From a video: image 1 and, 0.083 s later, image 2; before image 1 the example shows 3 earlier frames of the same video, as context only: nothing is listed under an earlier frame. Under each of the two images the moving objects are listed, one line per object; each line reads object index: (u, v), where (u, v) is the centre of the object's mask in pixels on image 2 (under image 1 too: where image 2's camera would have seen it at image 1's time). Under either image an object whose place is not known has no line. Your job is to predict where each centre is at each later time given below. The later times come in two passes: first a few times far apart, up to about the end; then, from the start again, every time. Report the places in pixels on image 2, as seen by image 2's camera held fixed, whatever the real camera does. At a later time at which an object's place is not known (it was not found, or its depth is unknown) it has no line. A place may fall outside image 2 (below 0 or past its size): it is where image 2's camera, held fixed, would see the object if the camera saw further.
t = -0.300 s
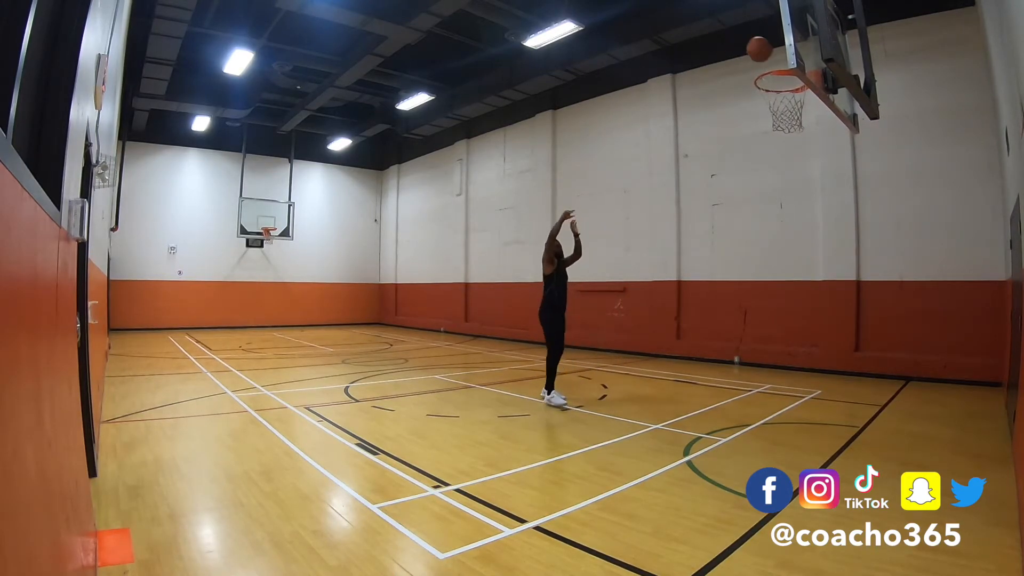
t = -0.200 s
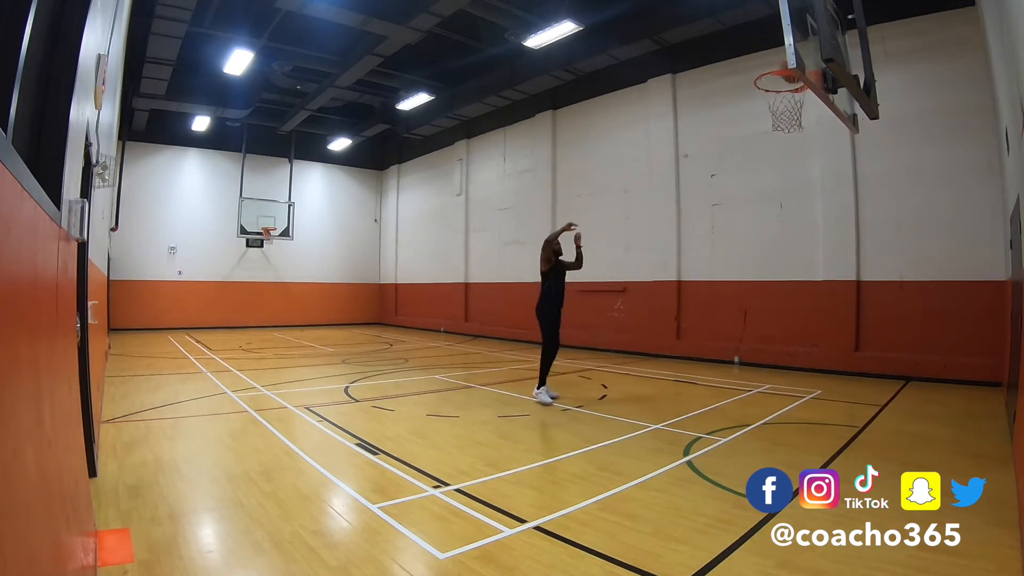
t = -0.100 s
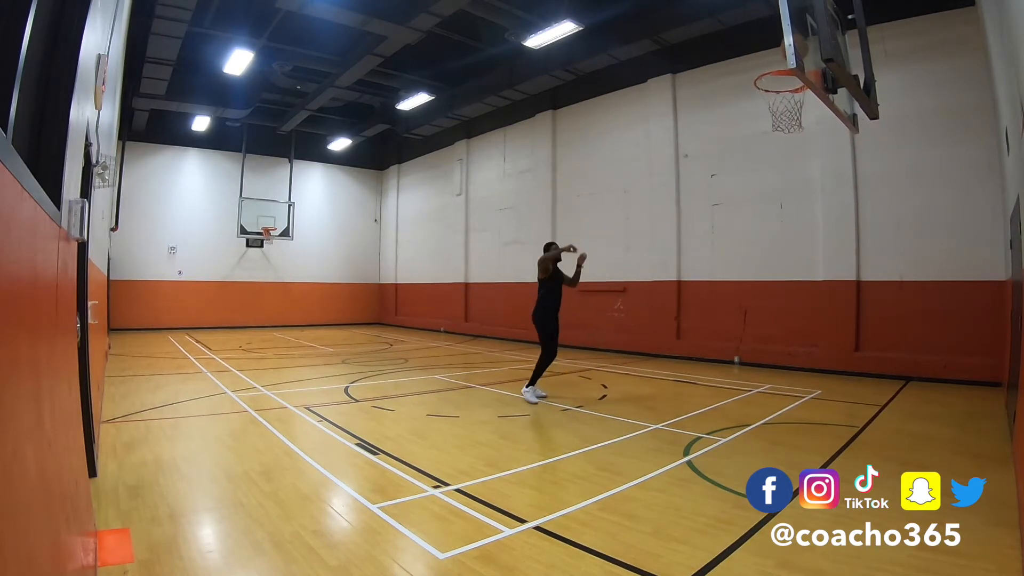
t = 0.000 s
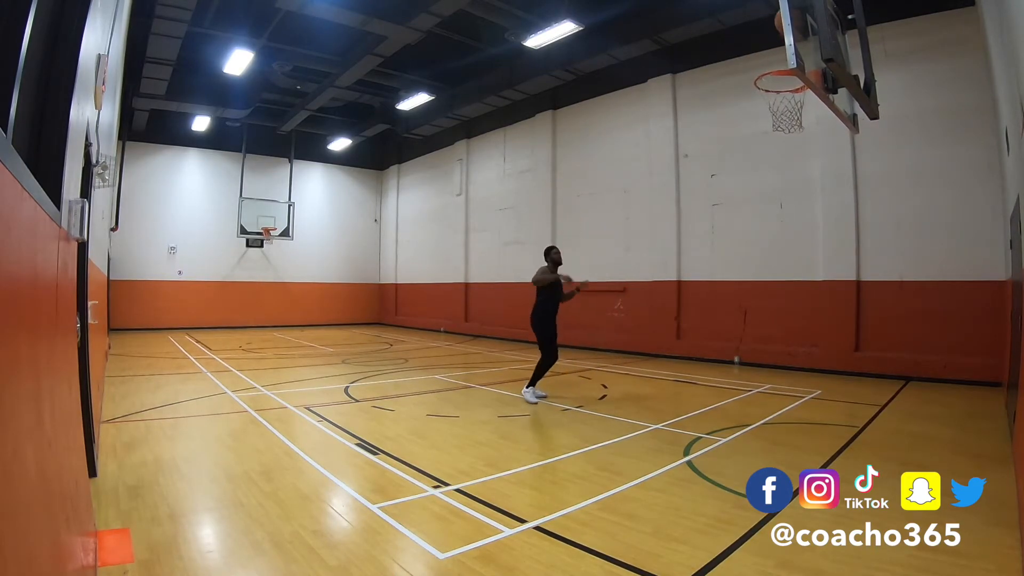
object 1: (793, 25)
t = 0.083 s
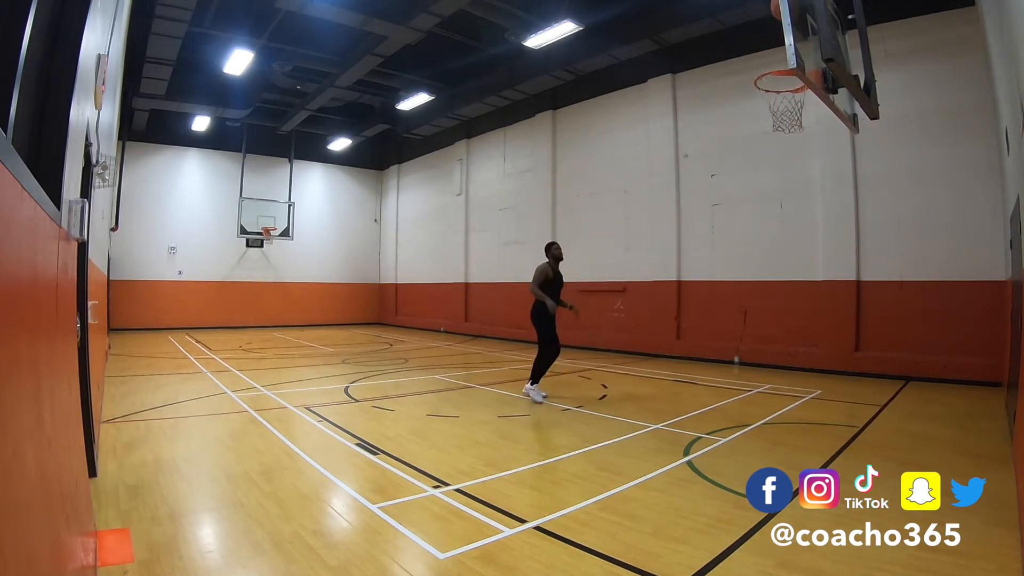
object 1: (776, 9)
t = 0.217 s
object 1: (773, 6)
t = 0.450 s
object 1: (758, 27)
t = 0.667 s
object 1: (740, 127)
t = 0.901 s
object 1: (711, 347)
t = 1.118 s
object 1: (678, 414)
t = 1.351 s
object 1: (654, 248)
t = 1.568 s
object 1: (625, 171)
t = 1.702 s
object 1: (605, 165)
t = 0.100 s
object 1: (775, 9)
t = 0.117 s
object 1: (775, 8)
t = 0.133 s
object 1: (775, 7)
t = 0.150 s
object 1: (774, 6)
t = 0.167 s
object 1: (774, 6)
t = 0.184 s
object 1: (774, 6)
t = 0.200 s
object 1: (774, 5)
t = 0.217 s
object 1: (773, 6)
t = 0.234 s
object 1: (772, 6)
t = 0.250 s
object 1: (772, 6)
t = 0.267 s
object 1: (771, 6)
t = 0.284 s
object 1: (769, 7)
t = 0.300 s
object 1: (769, 7)
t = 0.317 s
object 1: (768, 8)
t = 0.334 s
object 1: (767, 9)
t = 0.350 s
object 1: (766, 10)
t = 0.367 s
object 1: (765, 11)
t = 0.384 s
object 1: (764, 13)
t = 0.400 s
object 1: (763, 15)
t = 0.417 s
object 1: (761, 18)
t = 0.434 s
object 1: (760, 22)
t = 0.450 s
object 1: (758, 27)
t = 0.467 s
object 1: (757, 32)
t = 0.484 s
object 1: (755, 37)
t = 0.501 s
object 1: (754, 42)
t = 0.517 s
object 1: (752, 48)
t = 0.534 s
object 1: (751, 55)
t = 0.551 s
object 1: (750, 62)
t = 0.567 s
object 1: (749, 70)
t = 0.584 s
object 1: (747, 78)
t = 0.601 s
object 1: (746, 87)
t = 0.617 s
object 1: (744, 96)
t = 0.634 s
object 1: (743, 106)
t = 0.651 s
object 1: (742, 117)
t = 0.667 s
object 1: (740, 127)
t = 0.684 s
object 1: (738, 139)
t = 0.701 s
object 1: (737, 151)
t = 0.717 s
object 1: (735, 164)
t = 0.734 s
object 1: (734, 177)
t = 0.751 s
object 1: (732, 191)
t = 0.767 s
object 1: (730, 206)
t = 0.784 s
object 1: (728, 221)
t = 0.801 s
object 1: (726, 238)
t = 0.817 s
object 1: (724, 255)
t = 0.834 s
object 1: (722, 271)
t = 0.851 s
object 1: (720, 289)
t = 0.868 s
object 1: (717, 307)
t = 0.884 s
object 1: (714, 326)
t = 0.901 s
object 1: (711, 347)
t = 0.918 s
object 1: (707, 368)
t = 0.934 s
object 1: (704, 389)
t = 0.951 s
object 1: (700, 411)
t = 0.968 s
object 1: (696, 432)
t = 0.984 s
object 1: (692, 454)
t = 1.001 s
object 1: (688, 475)
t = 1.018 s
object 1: (684, 498)
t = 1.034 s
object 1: (683, 486)
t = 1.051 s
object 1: (682, 472)
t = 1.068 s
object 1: (681, 457)
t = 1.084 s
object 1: (681, 443)
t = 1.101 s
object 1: (680, 429)
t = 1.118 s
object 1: (678, 414)
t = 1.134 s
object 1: (677, 400)
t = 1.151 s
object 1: (676, 386)
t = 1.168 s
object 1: (674, 372)
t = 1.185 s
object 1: (672, 358)
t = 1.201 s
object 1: (671, 346)
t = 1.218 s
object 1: (670, 332)
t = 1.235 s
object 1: (668, 320)
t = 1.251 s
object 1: (666, 309)
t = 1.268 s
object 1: (665, 298)
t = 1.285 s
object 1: (663, 287)
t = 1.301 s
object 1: (661, 276)
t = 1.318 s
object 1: (658, 266)
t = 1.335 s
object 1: (657, 257)
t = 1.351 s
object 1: (654, 248)
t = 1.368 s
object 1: (652, 239)
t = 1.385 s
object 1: (650, 231)
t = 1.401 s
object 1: (648, 223)
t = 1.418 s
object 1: (646, 216)
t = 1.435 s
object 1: (643, 209)
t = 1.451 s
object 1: (641, 202)
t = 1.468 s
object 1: (639, 196)
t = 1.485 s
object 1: (637, 191)
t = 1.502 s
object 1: (634, 186)
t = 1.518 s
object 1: (632, 181)
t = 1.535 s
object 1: (630, 177)
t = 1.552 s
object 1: (627, 174)
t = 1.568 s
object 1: (625, 171)
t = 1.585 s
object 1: (622, 169)
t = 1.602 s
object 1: (620, 167)
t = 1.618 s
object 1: (617, 165)
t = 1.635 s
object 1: (615, 164)
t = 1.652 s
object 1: (612, 164)
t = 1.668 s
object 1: (610, 164)
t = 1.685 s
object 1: (608, 164)
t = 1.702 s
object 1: (605, 165)
